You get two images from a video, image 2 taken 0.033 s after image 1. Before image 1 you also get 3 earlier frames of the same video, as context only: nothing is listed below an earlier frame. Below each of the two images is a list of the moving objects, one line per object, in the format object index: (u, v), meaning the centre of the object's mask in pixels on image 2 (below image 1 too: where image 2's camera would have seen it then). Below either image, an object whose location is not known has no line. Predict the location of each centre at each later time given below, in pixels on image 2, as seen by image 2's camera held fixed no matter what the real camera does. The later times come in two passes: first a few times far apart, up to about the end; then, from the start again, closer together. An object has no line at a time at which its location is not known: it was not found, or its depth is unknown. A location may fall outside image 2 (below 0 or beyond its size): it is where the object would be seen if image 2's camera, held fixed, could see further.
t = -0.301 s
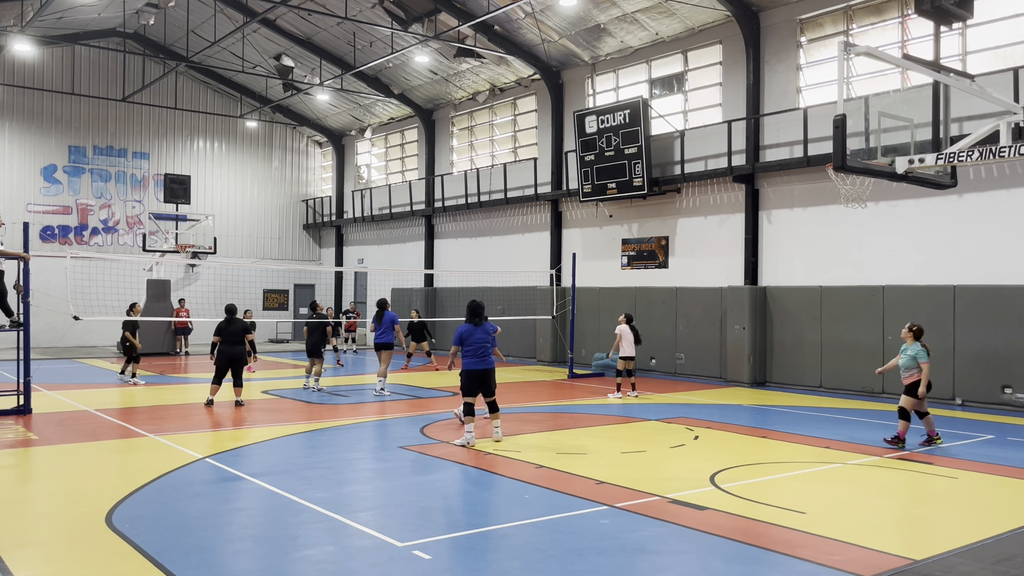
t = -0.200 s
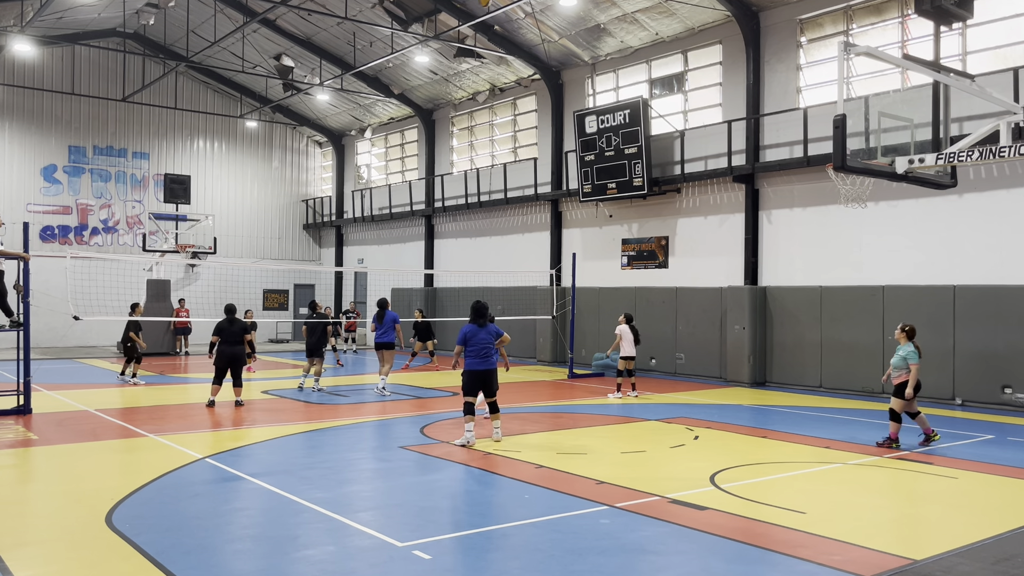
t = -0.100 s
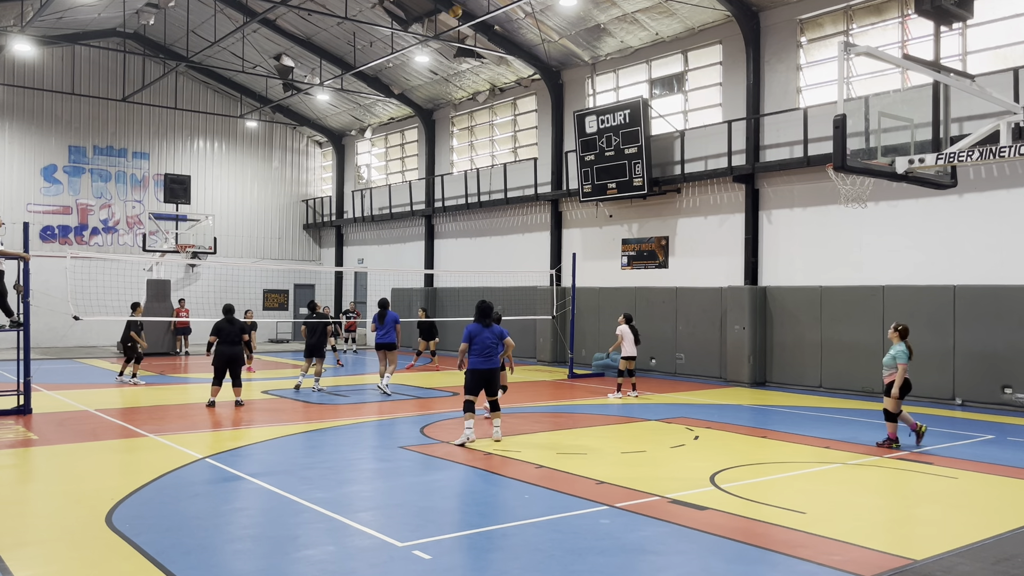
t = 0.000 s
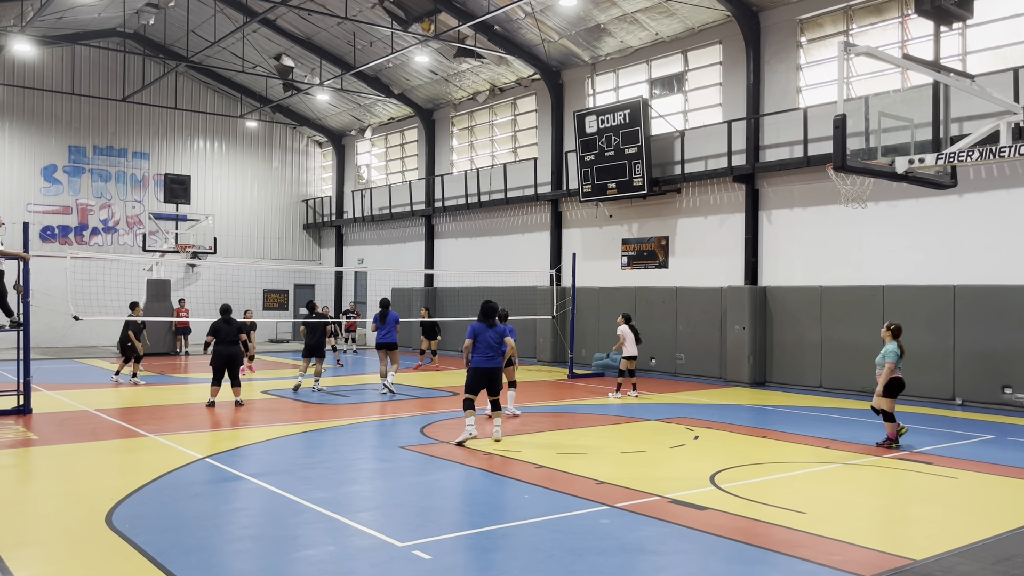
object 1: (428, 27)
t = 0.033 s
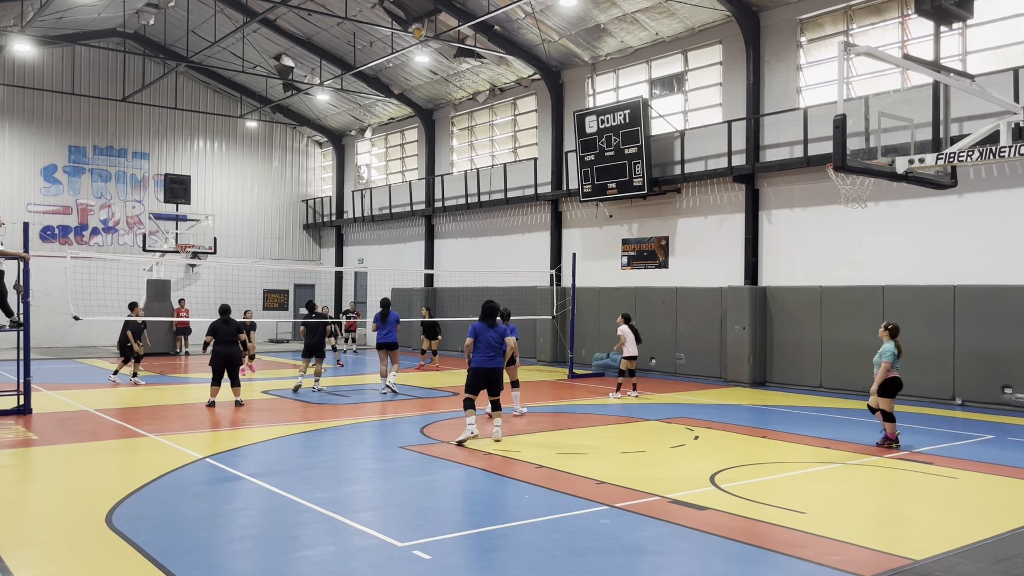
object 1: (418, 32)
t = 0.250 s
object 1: (363, 82)
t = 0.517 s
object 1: (302, 165)
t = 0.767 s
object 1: (252, 259)
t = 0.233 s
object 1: (367, 78)
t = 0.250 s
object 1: (363, 82)
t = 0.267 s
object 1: (359, 87)
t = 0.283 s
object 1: (355, 92)
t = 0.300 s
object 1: (351, 97)
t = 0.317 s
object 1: (348, 101)
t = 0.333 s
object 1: (344, 106)
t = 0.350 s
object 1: (340, 111)
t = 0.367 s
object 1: (336, 116)
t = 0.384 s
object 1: (332, 121)
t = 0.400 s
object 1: (328, 127)
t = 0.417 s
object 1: (325, 132)
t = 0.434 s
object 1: (321, 137)
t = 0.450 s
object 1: (317, 142)
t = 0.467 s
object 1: (314, 147)
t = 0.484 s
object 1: (310, 154)
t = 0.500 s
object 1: (306, 159)
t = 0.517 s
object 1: (302, 165)
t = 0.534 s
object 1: (299, 171)
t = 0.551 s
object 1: (295, 177)
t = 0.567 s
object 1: (292, 183)
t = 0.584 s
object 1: (289, 189)
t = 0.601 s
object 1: (286, 195)
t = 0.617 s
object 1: (282, 201)
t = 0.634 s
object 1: (278, 208)
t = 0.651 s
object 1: (275, 214)
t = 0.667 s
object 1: (272, 220)
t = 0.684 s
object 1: (268, 227)
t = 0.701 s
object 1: (265, 233)
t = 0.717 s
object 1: (262, 240)
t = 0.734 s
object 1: (259, 247)
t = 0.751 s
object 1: (256, 253)
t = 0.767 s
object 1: (252, 259)
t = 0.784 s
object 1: (249, 269)
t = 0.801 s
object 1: (246, 274)
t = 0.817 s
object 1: (243, 281)
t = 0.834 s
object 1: (240, 288)
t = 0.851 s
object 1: (236, 295)
